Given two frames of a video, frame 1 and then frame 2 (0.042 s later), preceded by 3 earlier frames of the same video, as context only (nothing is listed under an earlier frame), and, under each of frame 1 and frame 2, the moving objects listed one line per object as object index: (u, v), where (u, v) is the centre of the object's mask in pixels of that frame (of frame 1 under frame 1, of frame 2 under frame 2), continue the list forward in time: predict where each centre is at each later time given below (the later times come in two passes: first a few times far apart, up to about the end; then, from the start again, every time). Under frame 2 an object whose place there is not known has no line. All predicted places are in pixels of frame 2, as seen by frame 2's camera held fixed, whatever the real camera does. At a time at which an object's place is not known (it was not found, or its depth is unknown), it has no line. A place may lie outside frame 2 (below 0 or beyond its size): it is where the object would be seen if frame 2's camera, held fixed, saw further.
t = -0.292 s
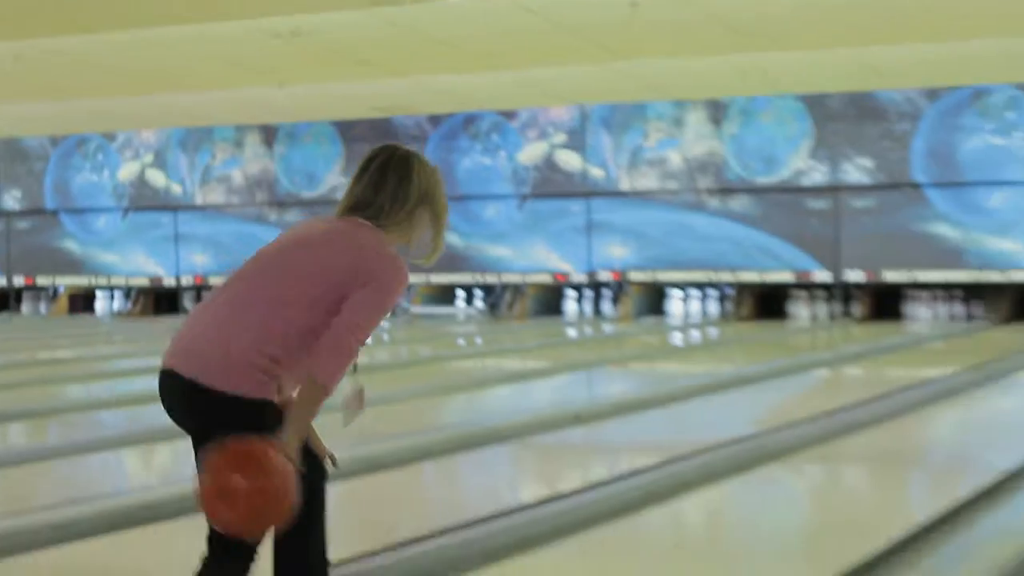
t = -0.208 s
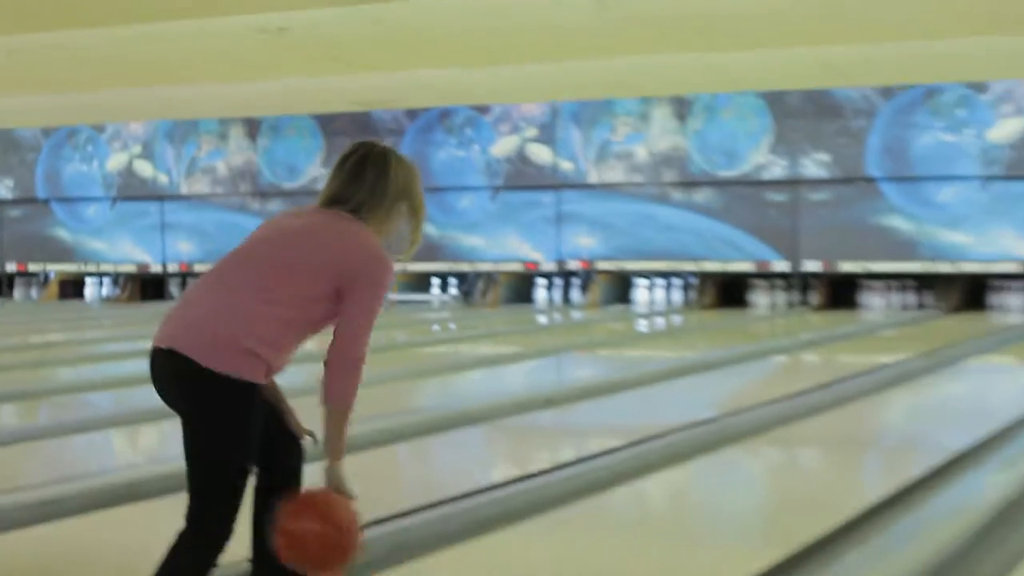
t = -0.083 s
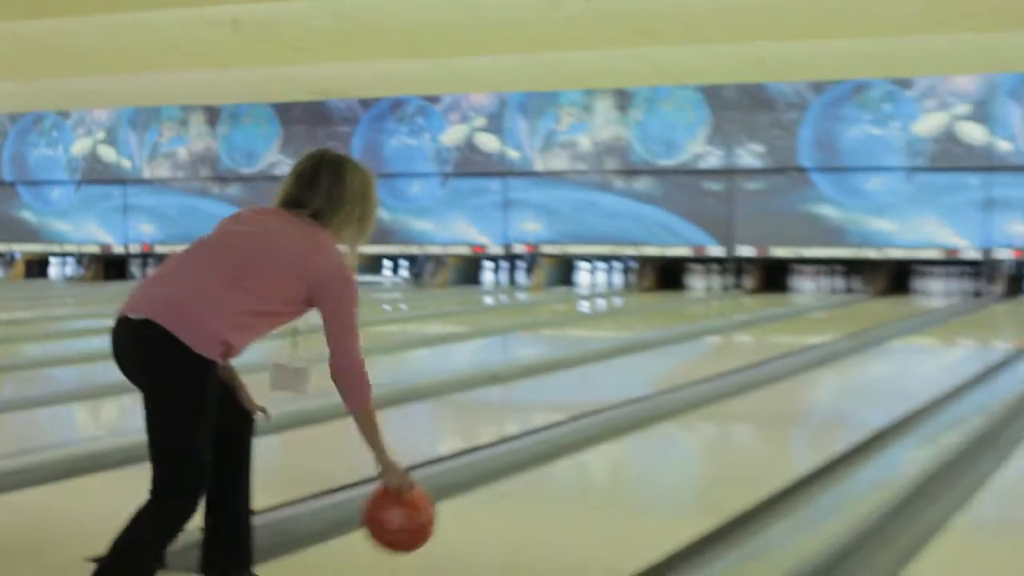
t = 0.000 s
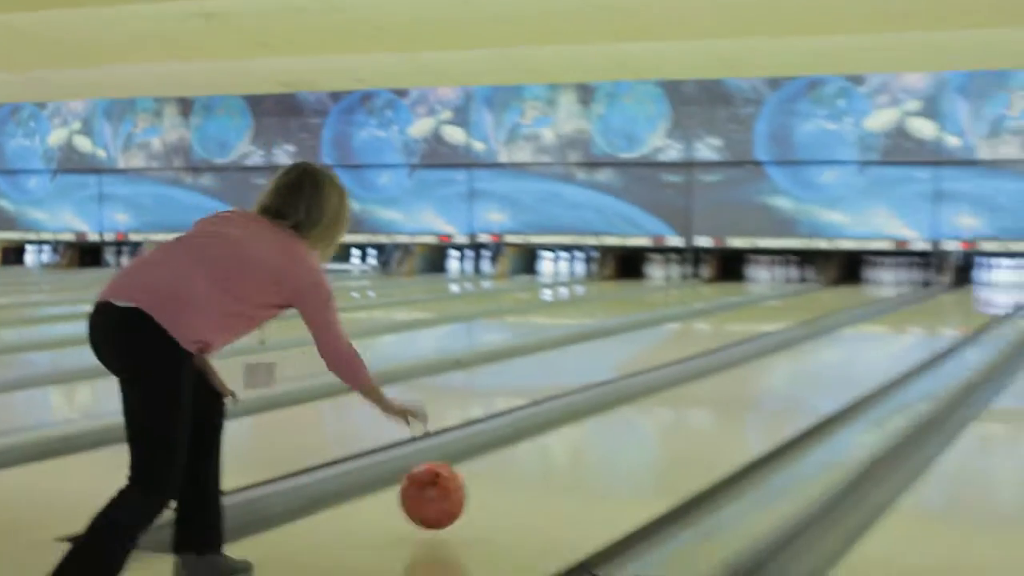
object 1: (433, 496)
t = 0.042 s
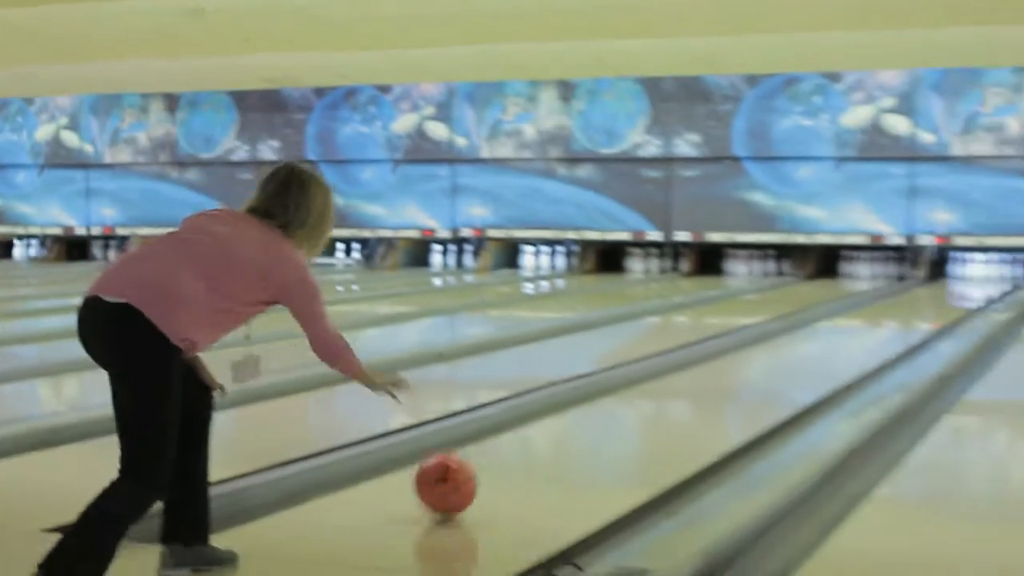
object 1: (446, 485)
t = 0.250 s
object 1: (565, 451)
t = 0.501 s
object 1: (669, 417)
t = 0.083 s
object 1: (472, 476)
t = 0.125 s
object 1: (497, 472)
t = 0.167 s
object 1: (522, 464)
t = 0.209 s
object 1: (545, 456)
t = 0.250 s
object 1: (565, 451)
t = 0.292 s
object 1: (584, 445)
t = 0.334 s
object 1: (604, 437)
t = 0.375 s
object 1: (621, 432)
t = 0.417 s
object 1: (637, 428)
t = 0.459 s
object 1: (654, 422)
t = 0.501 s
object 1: (669, 417)
